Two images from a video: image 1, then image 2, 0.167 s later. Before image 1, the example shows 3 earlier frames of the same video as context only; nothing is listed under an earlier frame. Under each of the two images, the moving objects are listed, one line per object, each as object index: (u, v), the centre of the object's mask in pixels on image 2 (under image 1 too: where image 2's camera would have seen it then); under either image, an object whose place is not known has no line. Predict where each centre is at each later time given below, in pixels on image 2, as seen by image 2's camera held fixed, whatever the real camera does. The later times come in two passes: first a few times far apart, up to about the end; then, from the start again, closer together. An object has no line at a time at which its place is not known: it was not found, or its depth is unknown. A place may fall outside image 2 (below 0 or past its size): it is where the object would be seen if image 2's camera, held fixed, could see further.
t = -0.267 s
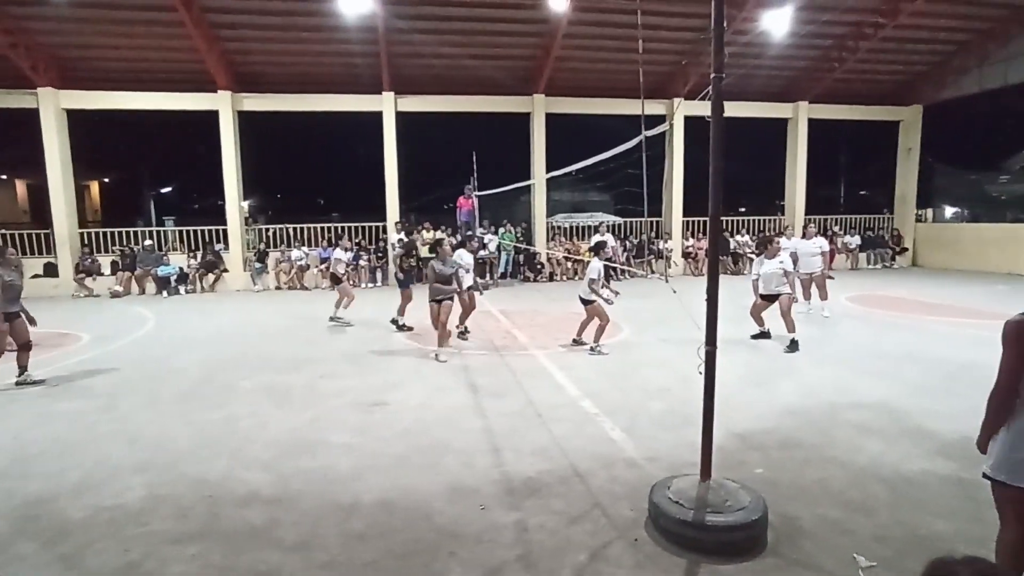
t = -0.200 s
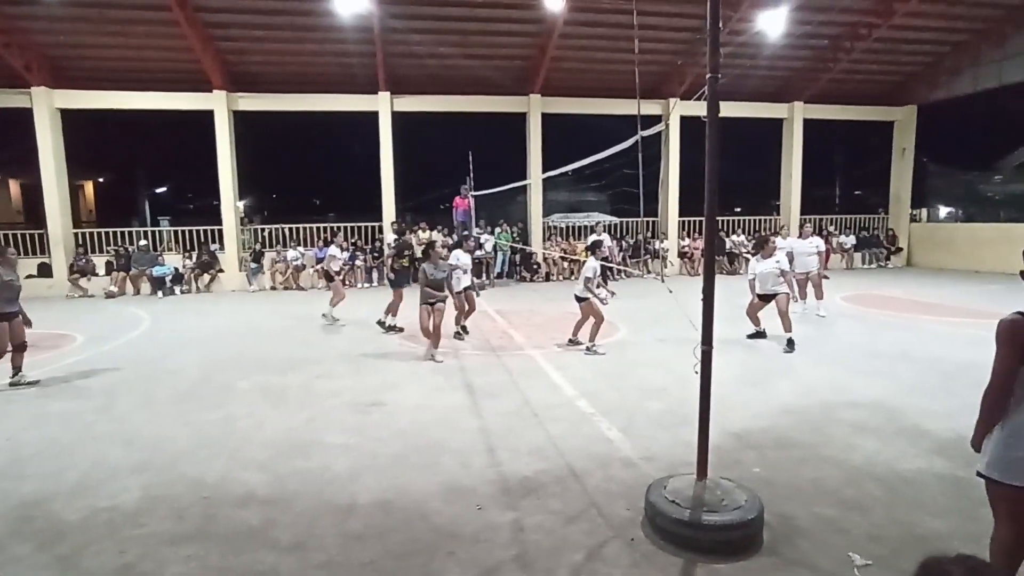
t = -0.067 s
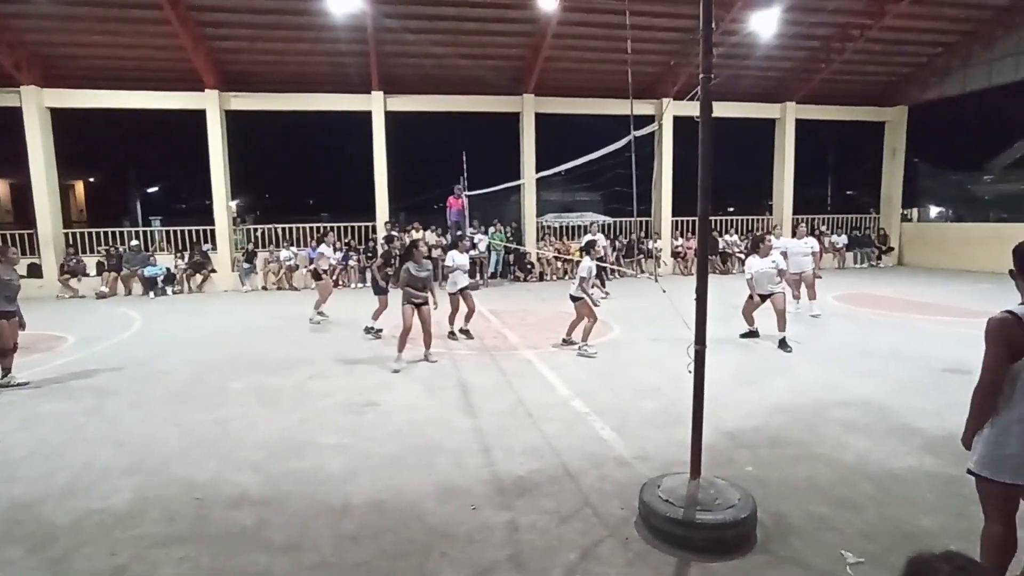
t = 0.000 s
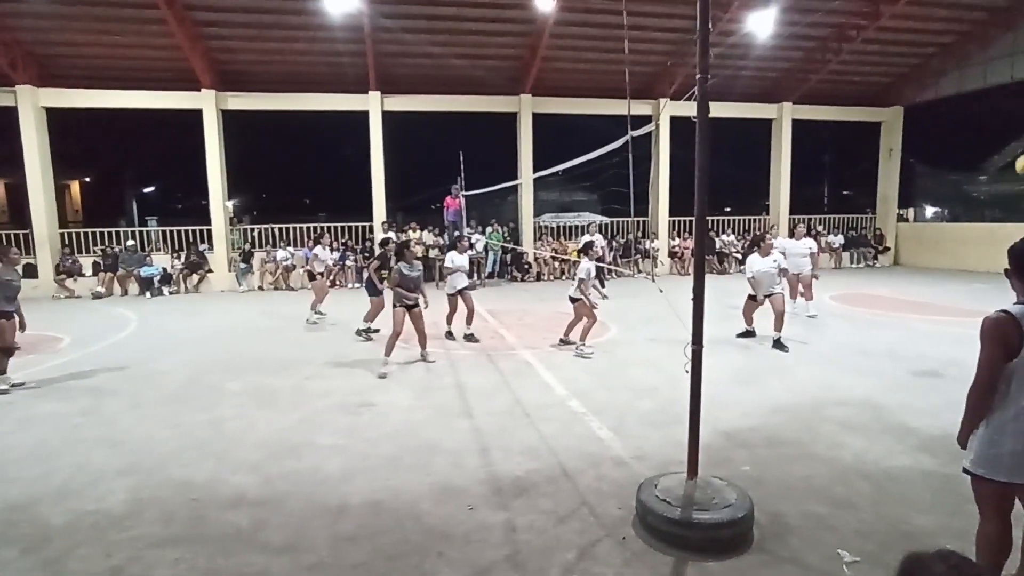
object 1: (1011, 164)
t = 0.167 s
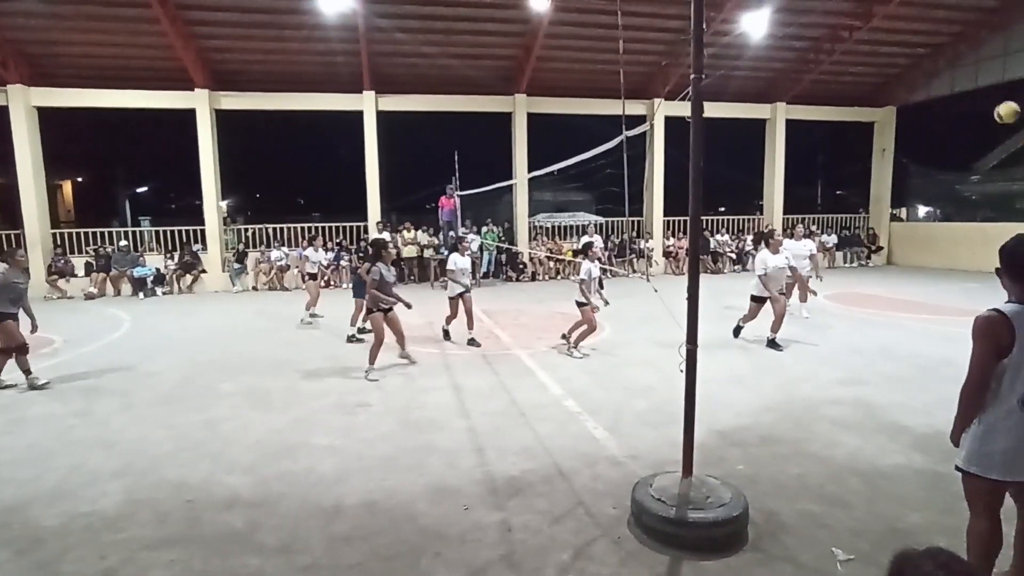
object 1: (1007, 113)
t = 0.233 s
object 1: (1002, 98)
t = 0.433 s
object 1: (981, 81)
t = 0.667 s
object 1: (952, 110)
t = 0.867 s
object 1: (924, 177)
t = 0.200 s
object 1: (1004, 105)
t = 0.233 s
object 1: (1002, 98)
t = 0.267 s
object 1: (999, 93)
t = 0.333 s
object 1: (992, 85)
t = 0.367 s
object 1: (989, 83)
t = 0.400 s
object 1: (985, 81)
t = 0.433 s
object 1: (981, 81)
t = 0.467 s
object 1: (977, 82)
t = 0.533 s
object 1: (969, 86)
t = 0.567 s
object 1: (965, 91)
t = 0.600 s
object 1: (961, 96)
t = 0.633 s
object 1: (957, 102)
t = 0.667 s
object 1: (952, 110)
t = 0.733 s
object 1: (943, 128)
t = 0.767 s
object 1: (938, 139)
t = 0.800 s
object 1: (933, 151)
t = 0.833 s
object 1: (929, 163)
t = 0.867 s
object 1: (924, 177)
